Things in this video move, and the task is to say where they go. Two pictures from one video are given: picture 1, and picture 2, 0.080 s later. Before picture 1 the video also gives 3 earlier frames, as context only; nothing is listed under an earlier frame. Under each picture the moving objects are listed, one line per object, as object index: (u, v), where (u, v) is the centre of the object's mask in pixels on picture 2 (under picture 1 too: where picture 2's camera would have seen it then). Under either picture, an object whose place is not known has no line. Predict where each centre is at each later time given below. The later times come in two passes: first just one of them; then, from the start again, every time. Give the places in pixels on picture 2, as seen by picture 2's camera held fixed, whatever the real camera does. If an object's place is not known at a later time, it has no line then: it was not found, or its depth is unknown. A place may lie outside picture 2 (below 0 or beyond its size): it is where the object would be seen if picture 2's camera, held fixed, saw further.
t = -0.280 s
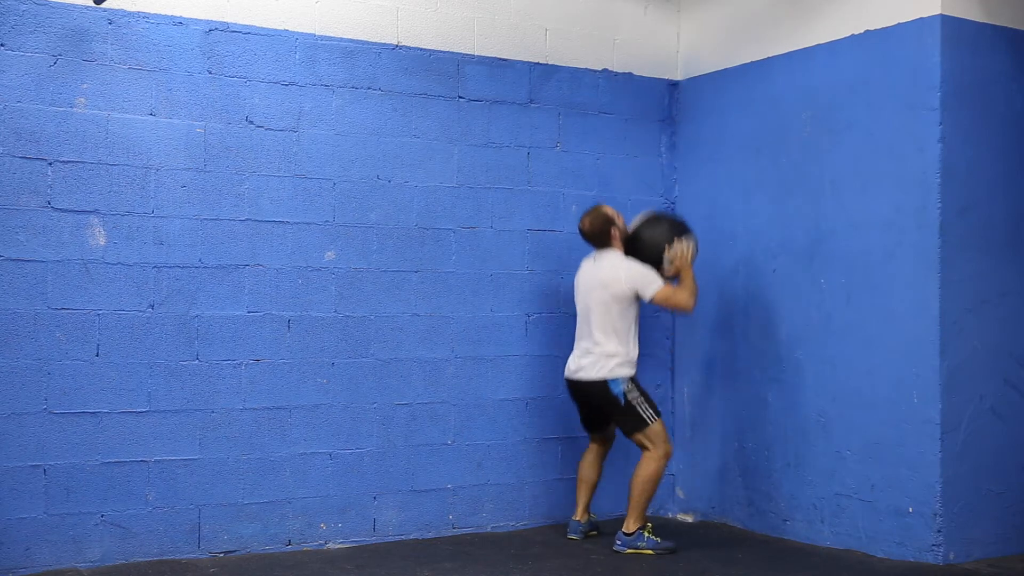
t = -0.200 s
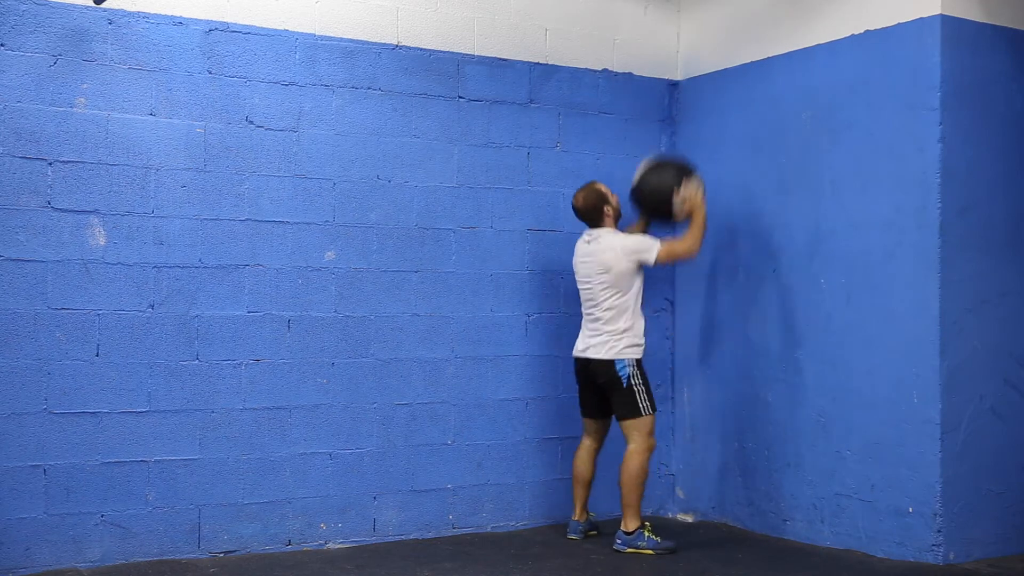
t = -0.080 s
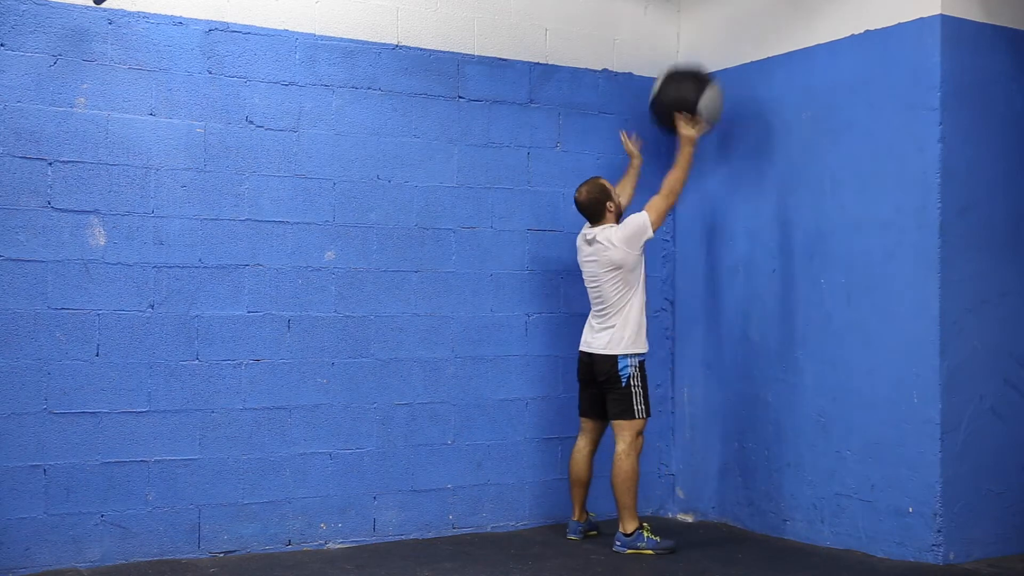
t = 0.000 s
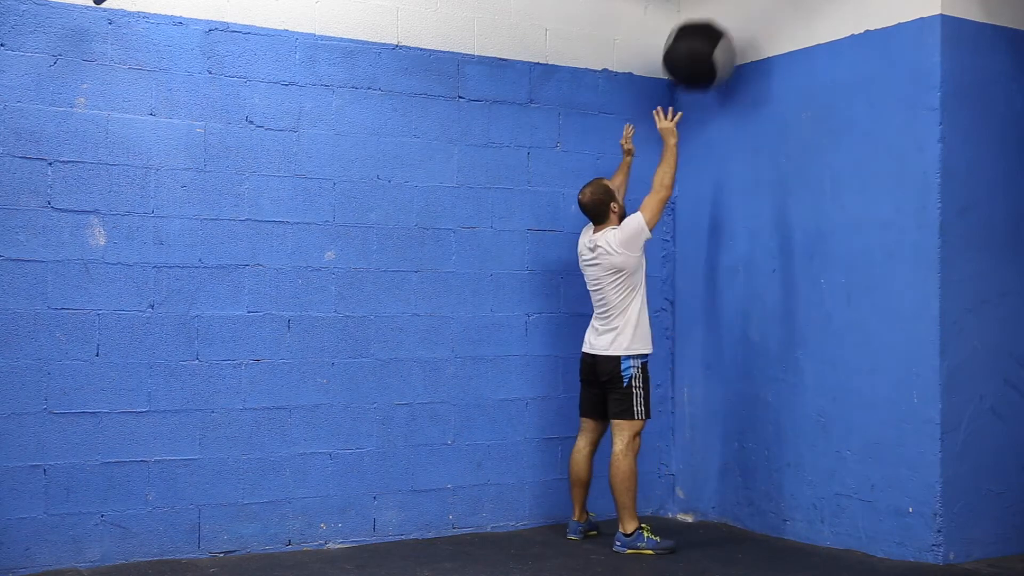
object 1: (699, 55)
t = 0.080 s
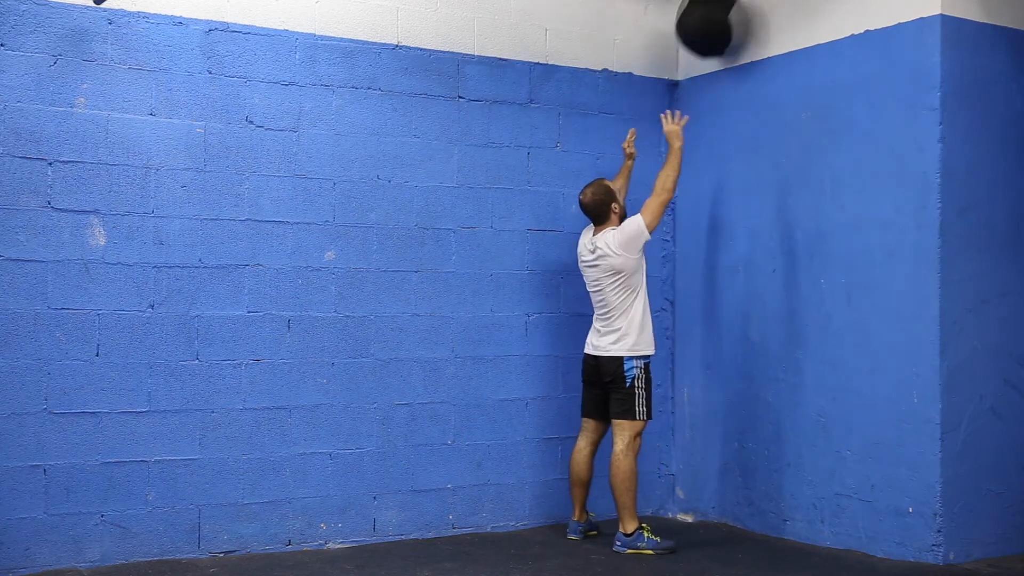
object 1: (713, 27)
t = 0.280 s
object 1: (703, 16)
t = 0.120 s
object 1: (719, 22)
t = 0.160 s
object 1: (717, 19)
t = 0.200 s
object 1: (713, 16)
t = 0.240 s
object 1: (707, 15)
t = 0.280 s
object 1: (703, 16)
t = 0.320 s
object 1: (699, 17)
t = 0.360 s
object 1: (694, 21)
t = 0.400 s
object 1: (690, 26)
